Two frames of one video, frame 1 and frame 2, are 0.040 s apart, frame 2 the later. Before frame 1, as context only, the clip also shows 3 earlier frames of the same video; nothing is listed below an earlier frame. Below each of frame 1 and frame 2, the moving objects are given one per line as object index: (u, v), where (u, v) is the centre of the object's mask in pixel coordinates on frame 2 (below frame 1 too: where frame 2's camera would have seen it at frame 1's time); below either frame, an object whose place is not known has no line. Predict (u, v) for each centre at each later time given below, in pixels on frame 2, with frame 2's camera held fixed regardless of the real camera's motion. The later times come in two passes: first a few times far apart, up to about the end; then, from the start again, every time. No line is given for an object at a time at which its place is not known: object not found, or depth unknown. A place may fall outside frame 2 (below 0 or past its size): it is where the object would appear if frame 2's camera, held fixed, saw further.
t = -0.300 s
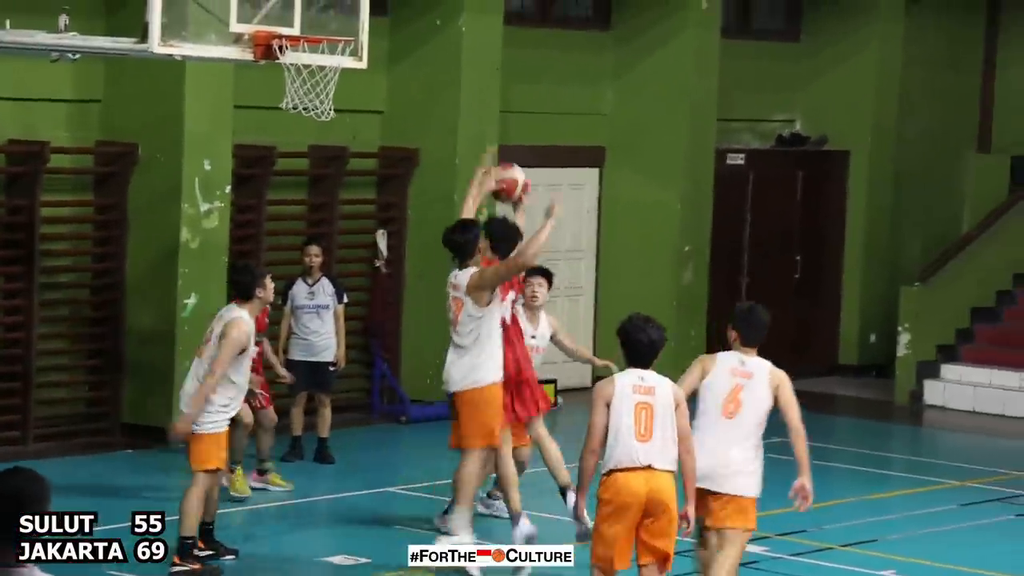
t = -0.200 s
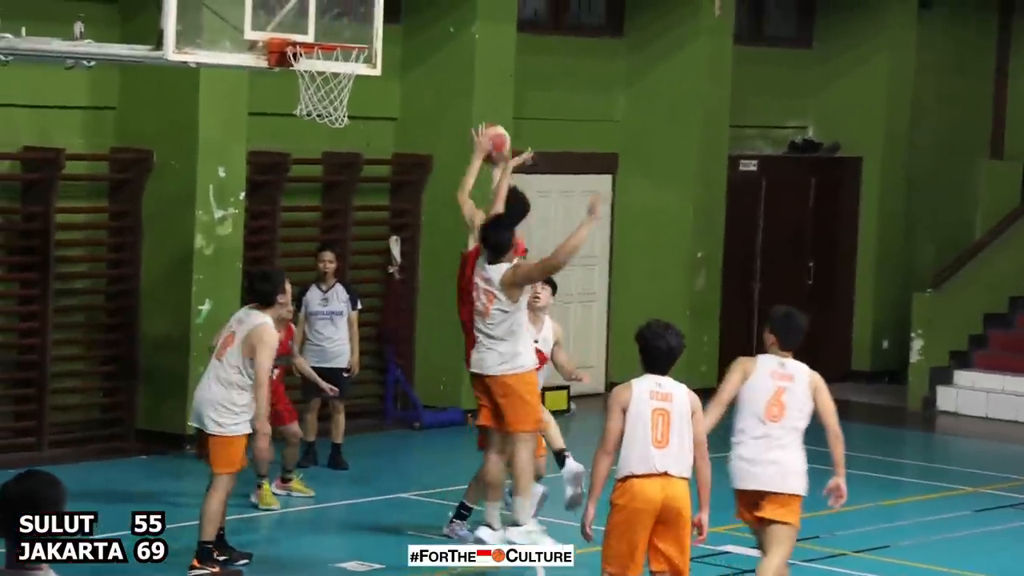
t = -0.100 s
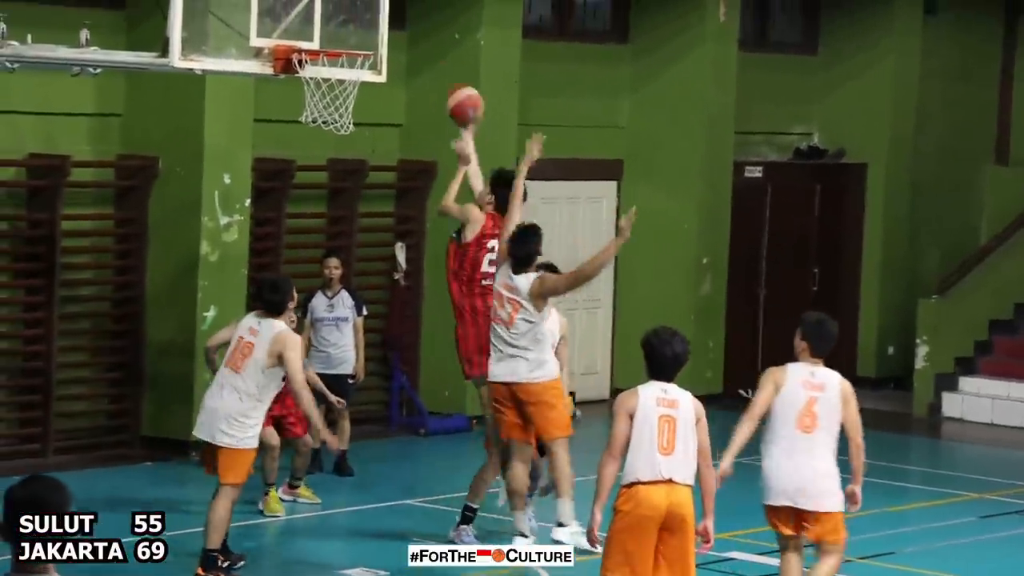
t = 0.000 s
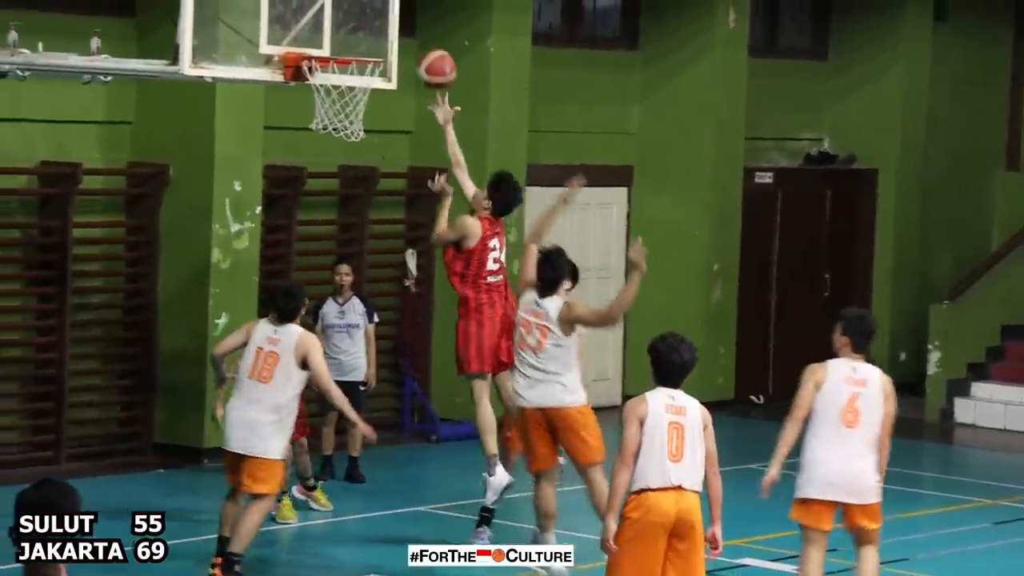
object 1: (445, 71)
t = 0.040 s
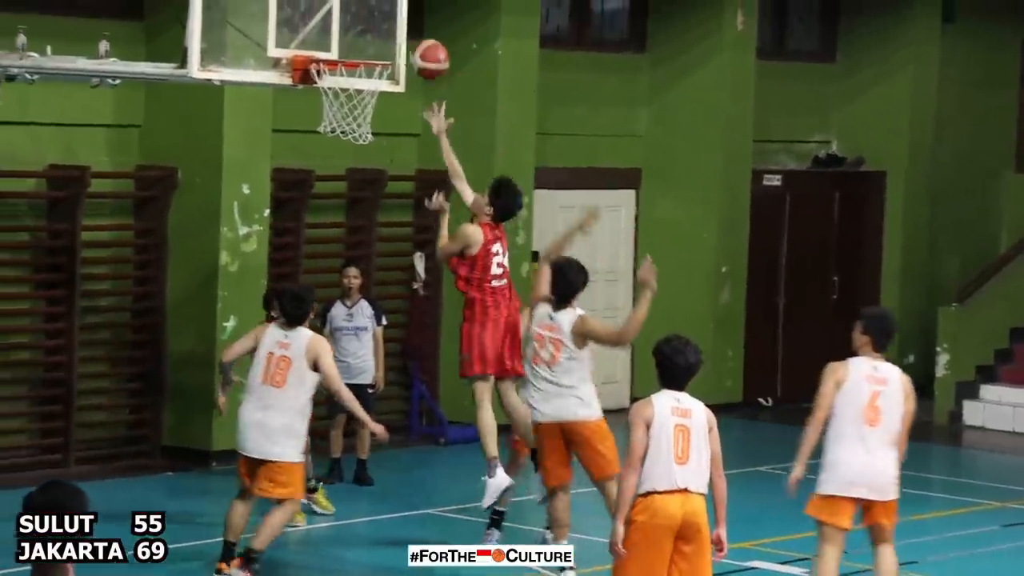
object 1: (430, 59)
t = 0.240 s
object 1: (351, 35)
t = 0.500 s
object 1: (331, 46)
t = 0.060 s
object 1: (422, 54)
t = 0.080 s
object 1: (414, 49)
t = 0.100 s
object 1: (406, 45)
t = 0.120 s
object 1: (399, 42)
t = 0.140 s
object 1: (391, 38)
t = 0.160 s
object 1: (382, 36)
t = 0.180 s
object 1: (374, 35)
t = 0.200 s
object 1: (367, 34)
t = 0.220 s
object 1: (359, 34)
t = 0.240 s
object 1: (351, 35)
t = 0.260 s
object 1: (343, 35)
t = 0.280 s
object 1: (335, 37)
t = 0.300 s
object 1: (329, 39)
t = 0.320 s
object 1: (329, 38)
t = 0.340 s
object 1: (329, 37)
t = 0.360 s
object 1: (330, 36)
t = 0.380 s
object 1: (331, 36)
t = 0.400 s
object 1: (331, 37)
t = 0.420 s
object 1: (331, 38)
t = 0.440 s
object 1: (331, 39)
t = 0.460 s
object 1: (331, 42)
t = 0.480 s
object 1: (332, 43)
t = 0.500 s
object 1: (331, 46)
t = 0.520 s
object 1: (332, 49)
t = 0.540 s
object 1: (334, 51)
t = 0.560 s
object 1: (337, 62)
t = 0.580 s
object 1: (340, 69)
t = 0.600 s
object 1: (338, 80)
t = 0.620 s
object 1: (331, 87)
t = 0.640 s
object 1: (333, 95)
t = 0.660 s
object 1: (333, 103)
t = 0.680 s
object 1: (335, 112)
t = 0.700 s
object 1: (336, 117)
